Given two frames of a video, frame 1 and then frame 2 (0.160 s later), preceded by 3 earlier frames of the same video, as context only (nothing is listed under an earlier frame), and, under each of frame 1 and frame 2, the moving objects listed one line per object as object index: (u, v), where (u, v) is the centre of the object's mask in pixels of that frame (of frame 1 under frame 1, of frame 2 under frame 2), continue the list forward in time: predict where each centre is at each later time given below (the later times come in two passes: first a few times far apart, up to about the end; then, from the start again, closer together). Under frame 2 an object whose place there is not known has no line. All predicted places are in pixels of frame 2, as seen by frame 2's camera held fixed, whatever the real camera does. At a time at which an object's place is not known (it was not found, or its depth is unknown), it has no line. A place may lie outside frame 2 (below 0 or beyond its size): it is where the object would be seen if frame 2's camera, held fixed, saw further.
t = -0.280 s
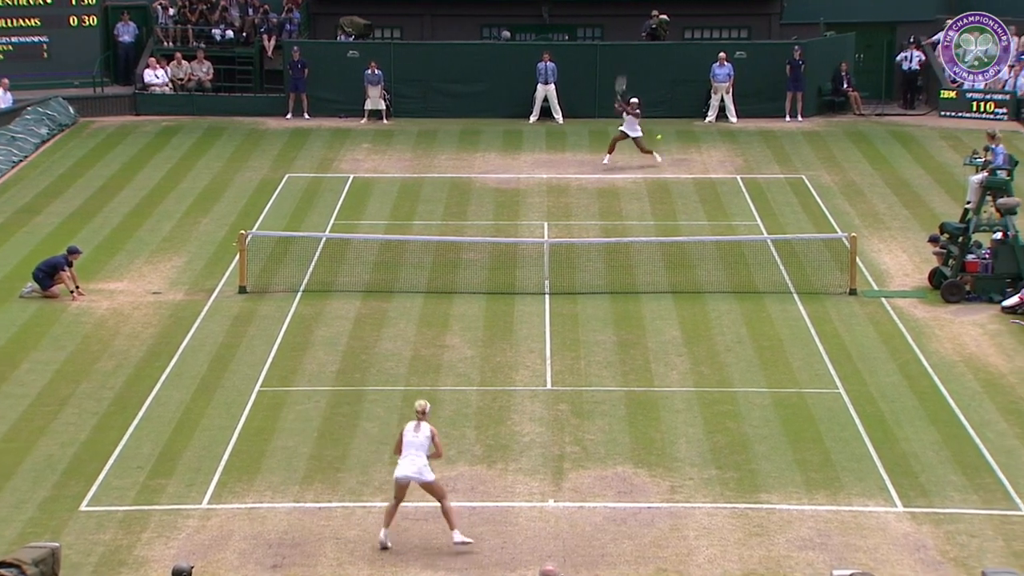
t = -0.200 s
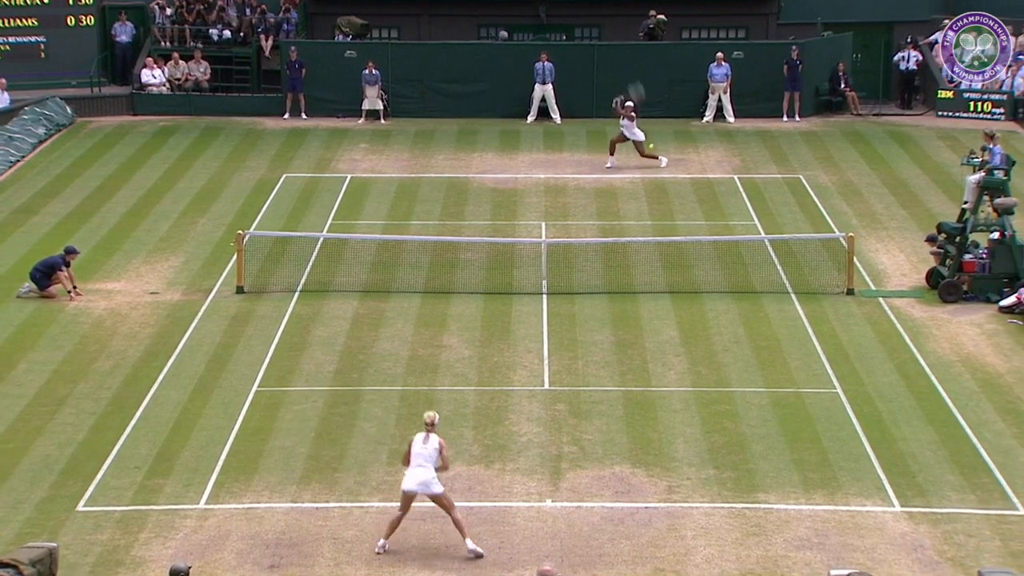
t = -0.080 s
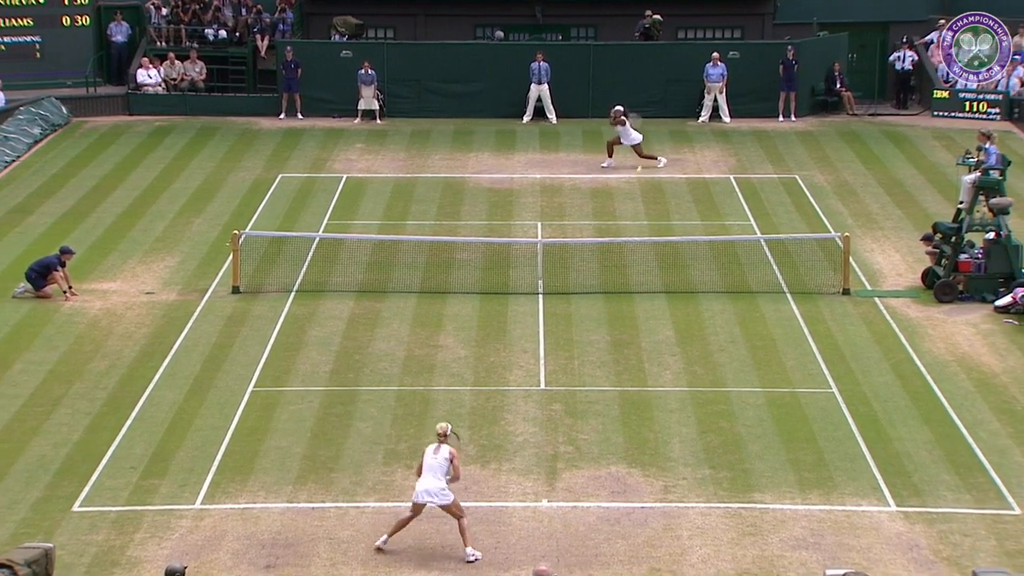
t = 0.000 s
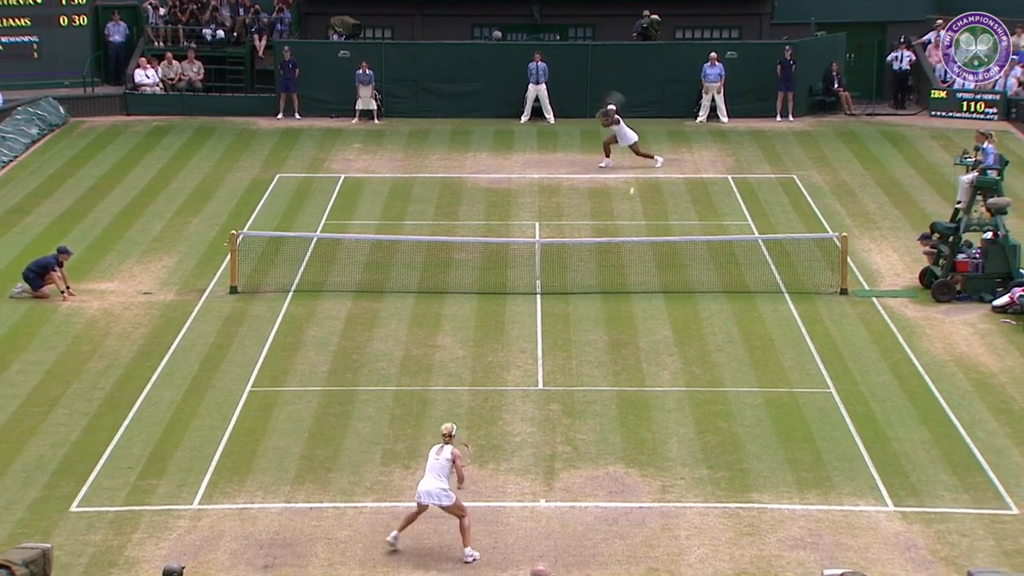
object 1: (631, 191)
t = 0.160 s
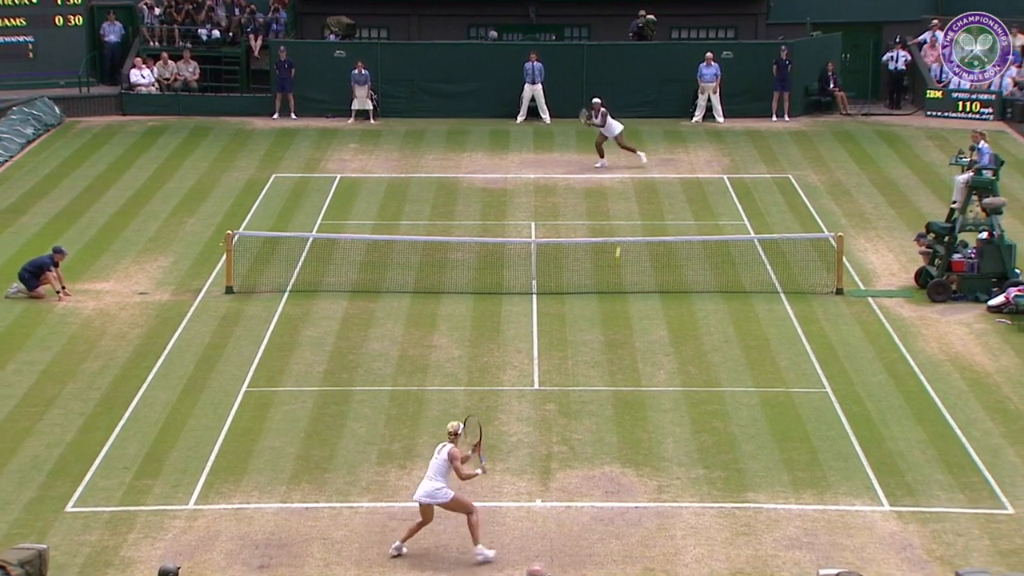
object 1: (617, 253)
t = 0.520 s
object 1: (592, 429)
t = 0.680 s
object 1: (581, 446)
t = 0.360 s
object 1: (605, 366)
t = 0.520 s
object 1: (592, 429)
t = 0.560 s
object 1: (590, 431)
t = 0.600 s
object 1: (587, 434)
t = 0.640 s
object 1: (585, 438)
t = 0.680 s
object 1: (581, 446)
